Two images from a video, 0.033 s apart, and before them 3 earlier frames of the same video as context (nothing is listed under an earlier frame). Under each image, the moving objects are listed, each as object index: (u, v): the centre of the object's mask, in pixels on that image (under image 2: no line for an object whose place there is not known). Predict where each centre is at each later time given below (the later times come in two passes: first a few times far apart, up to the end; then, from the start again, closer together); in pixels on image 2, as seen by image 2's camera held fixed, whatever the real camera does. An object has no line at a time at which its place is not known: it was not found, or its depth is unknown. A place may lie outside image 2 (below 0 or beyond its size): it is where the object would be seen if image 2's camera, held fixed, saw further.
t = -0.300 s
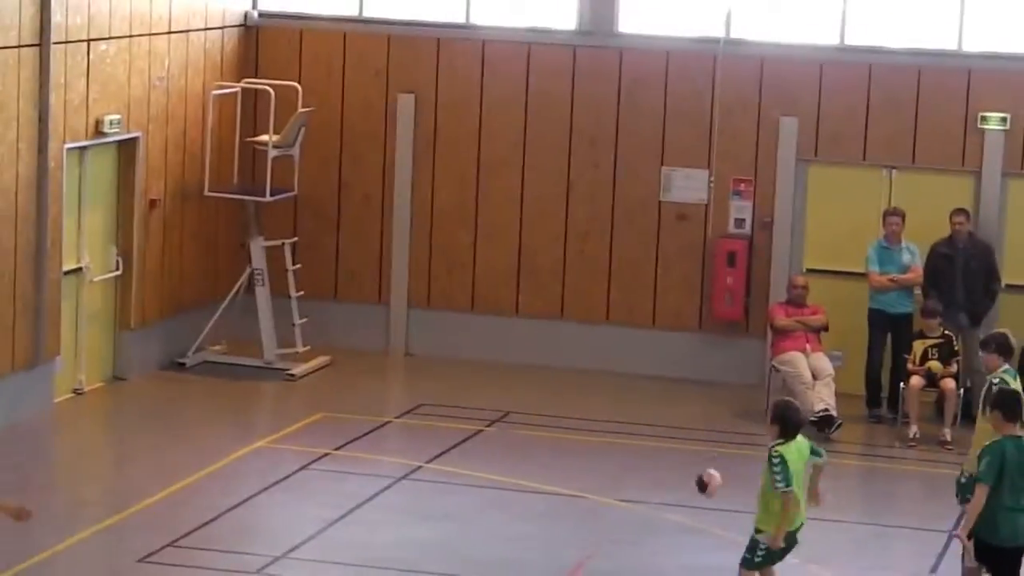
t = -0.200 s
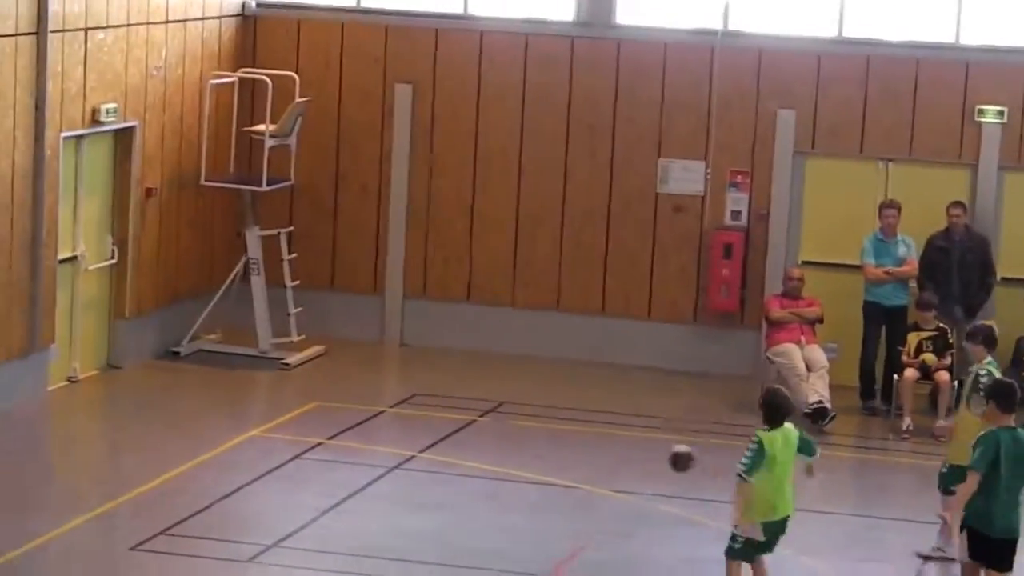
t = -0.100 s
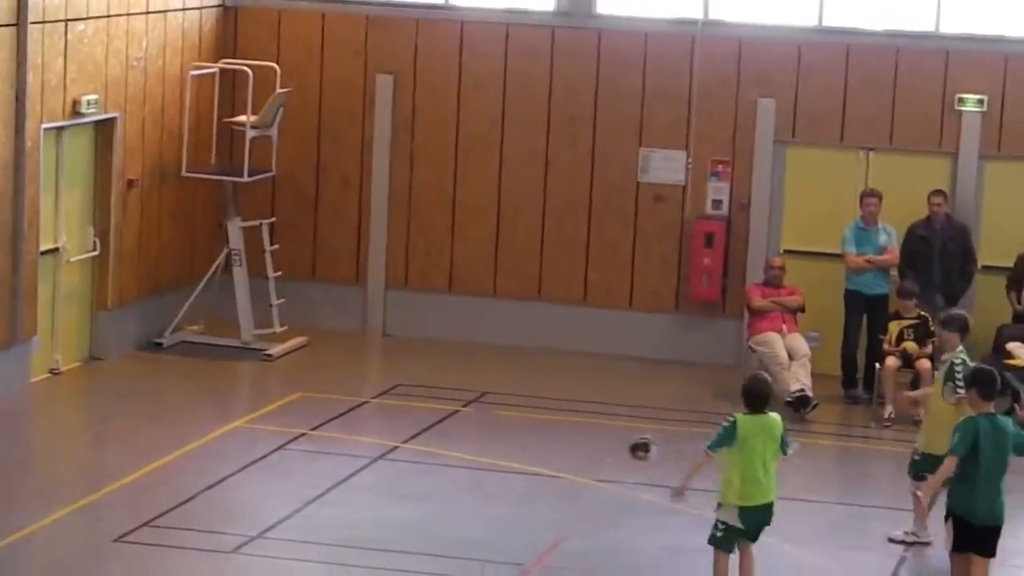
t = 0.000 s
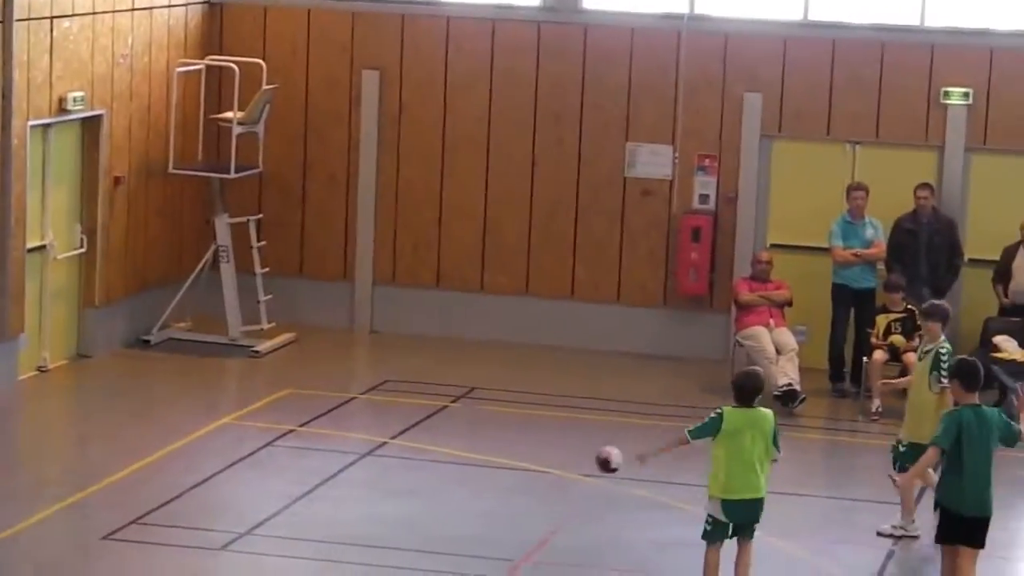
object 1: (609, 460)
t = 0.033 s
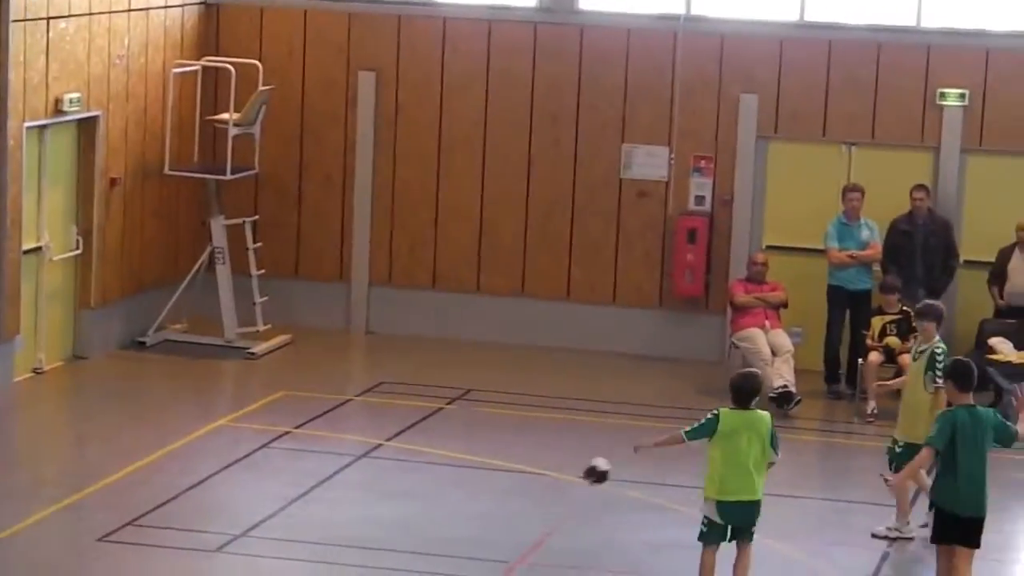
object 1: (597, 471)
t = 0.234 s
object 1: (550, 546)
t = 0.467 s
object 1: (504, 476)
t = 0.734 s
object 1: (447, 498)
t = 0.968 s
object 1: (398, 492)
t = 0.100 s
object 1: (581, 496)
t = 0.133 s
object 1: (573, 510)
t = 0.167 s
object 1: (564, 525)
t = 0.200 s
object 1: (558, 544)
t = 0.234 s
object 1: (550, 546)
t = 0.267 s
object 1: (543, 529)
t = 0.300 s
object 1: (538, 516)
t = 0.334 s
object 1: (532, 505)
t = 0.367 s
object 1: (525, 495)
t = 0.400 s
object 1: (518, 487)
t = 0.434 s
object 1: (511, 481)
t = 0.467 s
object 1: (504, 476)
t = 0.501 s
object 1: (497, 472)
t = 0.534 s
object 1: (490, 470)
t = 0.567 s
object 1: (483, 470)
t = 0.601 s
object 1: (475, 472)
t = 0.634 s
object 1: (467, 476)
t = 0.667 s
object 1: (461, 482)
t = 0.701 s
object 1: (454, 489)
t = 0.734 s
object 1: (447, 498)
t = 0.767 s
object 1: (439, 509)
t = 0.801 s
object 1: (431, 522)
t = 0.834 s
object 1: (424, 529)
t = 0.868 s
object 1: (417, 517)
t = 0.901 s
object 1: (409, 507)
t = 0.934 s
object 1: (405, 498)
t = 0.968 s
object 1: (398, 492)
